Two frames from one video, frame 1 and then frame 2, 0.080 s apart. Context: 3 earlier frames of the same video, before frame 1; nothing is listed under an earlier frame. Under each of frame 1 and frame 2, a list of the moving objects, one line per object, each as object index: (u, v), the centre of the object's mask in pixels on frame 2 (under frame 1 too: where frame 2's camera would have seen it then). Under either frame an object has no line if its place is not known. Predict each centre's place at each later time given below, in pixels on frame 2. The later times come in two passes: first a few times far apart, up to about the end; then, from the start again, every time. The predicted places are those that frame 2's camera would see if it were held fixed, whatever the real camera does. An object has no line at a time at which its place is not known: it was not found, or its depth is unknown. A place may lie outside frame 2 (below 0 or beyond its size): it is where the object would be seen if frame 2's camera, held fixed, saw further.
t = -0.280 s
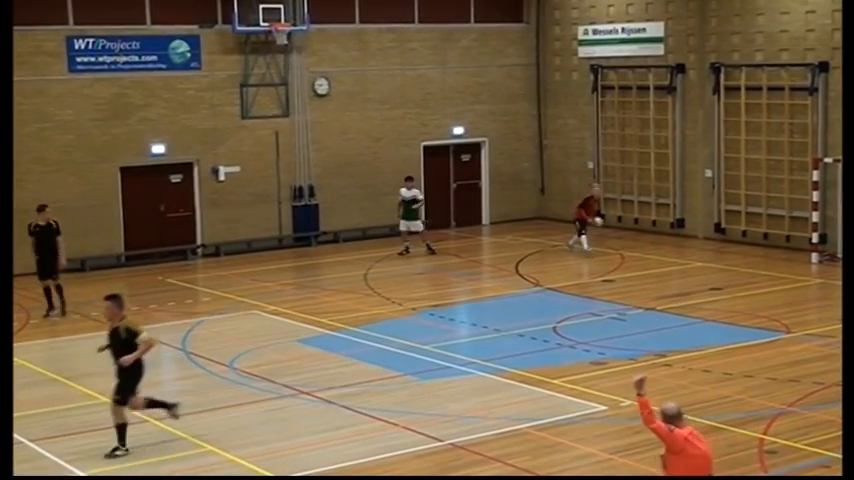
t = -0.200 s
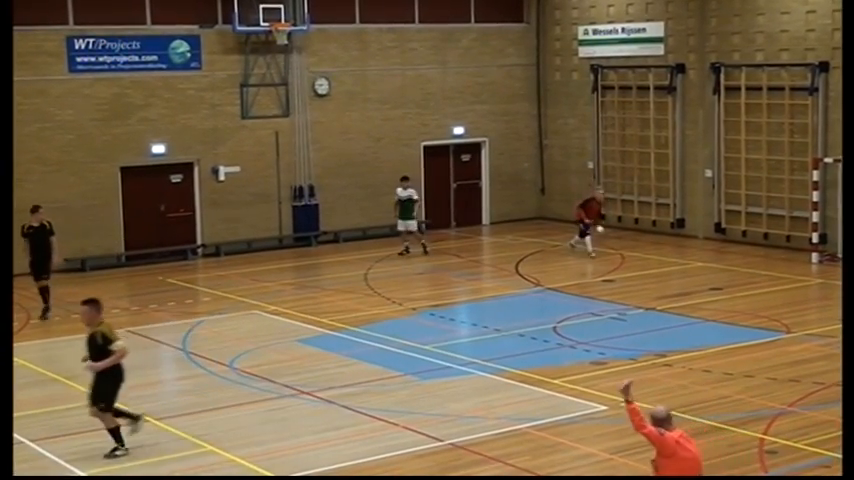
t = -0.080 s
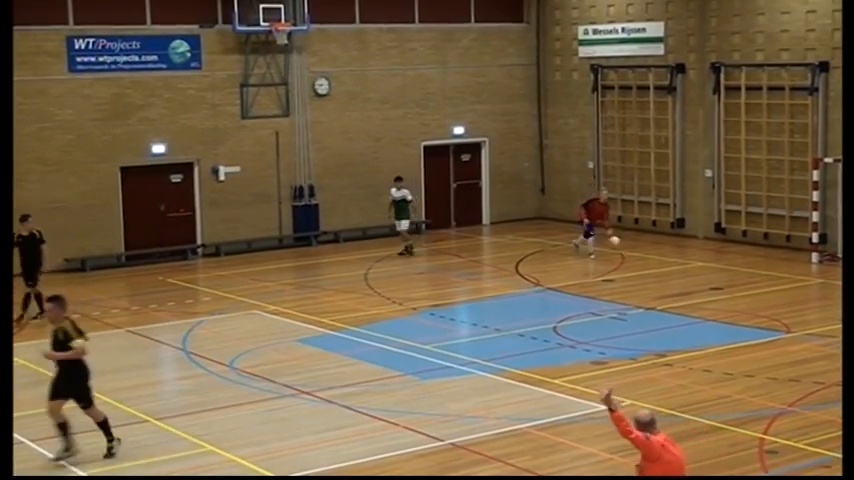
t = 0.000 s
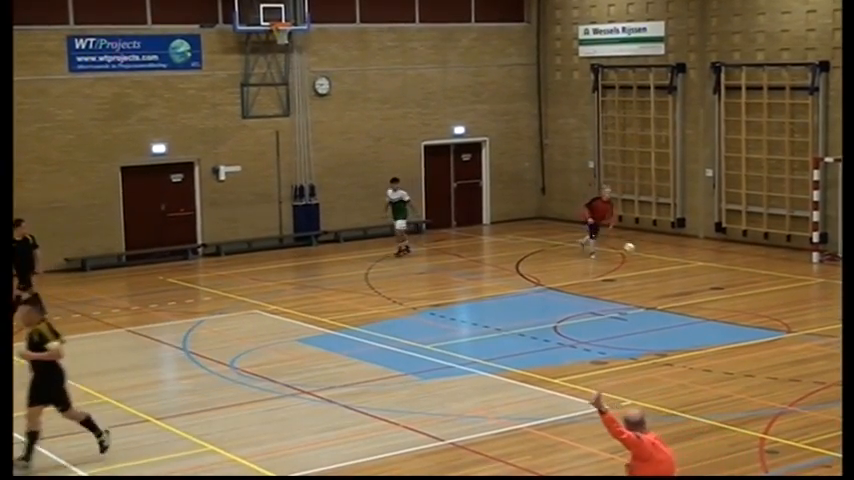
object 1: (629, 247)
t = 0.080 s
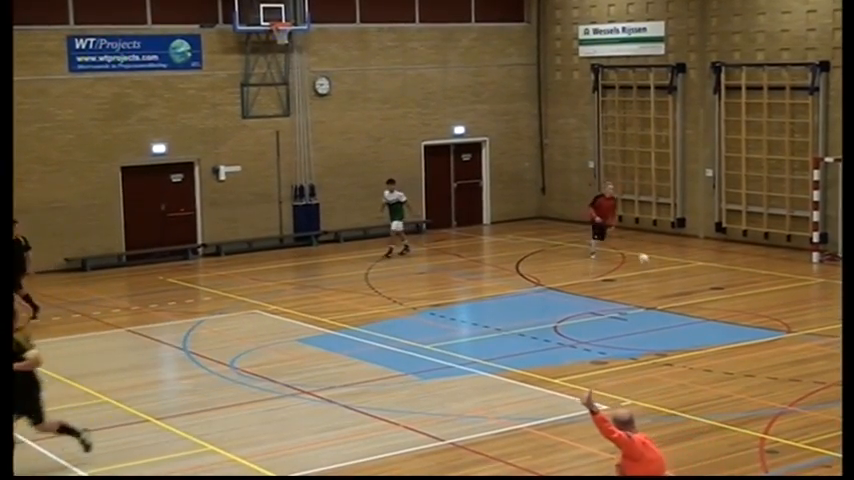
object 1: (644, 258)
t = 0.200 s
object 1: (671, 276)
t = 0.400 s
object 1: (702, 289)
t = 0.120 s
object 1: (651, 266)
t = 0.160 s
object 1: (660, 275)
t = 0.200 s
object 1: (671, 276)
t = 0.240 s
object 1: (675, 276)
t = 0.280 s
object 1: (681, 282)
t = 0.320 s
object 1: (685, 278)
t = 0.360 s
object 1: (693, 283)
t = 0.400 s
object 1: (702, 289)
